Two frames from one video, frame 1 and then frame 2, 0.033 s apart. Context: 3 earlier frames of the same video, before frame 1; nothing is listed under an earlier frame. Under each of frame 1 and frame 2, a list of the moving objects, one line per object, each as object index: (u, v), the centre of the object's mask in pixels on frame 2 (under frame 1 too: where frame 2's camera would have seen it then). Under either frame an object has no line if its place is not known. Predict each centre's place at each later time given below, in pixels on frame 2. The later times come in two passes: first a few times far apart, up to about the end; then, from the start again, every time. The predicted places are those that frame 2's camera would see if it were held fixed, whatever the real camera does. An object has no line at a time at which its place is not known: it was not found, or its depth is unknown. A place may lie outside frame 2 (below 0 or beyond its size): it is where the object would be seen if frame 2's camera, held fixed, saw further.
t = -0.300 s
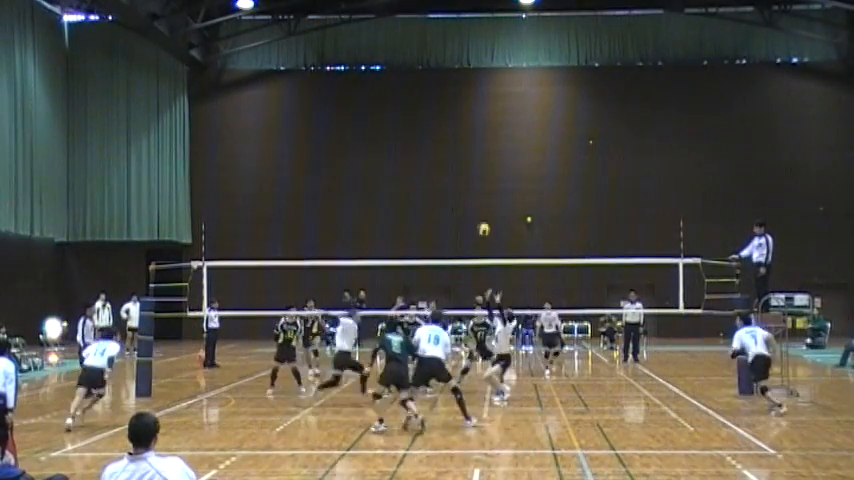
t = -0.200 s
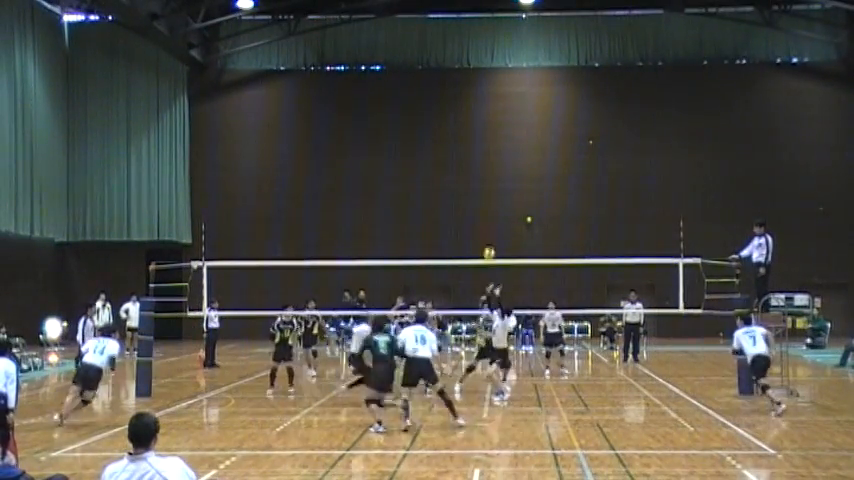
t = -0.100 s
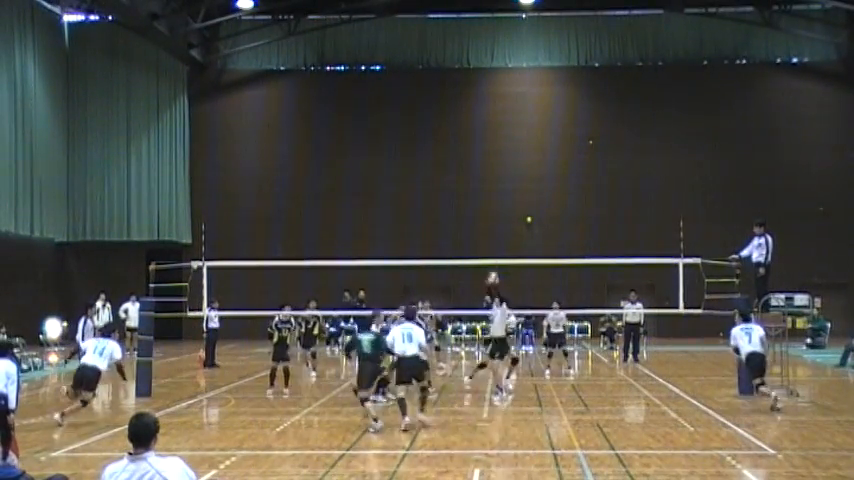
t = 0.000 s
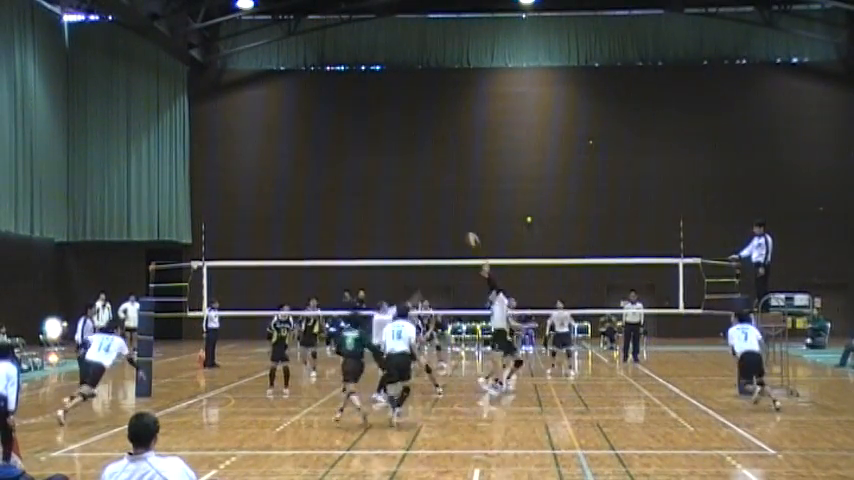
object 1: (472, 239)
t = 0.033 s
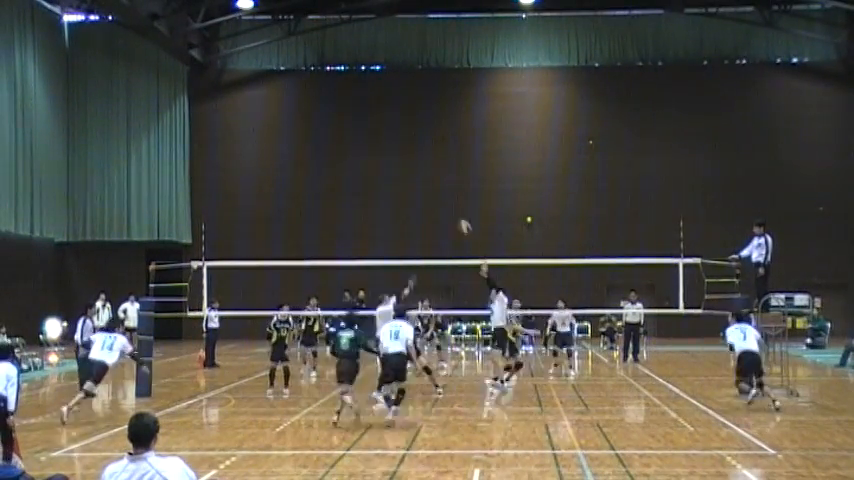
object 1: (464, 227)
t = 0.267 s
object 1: (410, 160)
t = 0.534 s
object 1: (353, 124)
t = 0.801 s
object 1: (299, 127)
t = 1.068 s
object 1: (248, 168)
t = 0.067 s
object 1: (456, 215)
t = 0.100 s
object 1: (449, 204)
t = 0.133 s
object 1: (441, 193)
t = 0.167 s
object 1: (433, 184)
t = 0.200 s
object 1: (425, 175)
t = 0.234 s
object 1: (418, 167)
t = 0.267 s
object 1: (410, 160)
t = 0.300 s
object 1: (403, 153)
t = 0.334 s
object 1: (395, 147)
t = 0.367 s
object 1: (388, 142)
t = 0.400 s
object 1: (381, 136)
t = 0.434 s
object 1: (374, 132)
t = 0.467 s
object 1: (367, 129)
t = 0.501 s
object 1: (360, 126)
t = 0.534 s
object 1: (353, 124)
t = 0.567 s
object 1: (346, 122)
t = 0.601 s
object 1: (339, 122)
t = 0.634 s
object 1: (332, 121)
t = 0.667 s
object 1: (325, 121)
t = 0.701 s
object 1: (319, 122)
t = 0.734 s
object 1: (312, 123)
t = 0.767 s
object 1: (305, 125)
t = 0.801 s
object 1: (299, 127)
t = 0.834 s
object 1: (292, 130)
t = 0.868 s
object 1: (286, 134)
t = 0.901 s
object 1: (279, 138)
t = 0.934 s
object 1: (273, 143)
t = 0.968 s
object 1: (266, 148)
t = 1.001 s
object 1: (260, 154)
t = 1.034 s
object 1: (254, 160)
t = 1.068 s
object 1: (248, 168)
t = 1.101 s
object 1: (241, 176)
